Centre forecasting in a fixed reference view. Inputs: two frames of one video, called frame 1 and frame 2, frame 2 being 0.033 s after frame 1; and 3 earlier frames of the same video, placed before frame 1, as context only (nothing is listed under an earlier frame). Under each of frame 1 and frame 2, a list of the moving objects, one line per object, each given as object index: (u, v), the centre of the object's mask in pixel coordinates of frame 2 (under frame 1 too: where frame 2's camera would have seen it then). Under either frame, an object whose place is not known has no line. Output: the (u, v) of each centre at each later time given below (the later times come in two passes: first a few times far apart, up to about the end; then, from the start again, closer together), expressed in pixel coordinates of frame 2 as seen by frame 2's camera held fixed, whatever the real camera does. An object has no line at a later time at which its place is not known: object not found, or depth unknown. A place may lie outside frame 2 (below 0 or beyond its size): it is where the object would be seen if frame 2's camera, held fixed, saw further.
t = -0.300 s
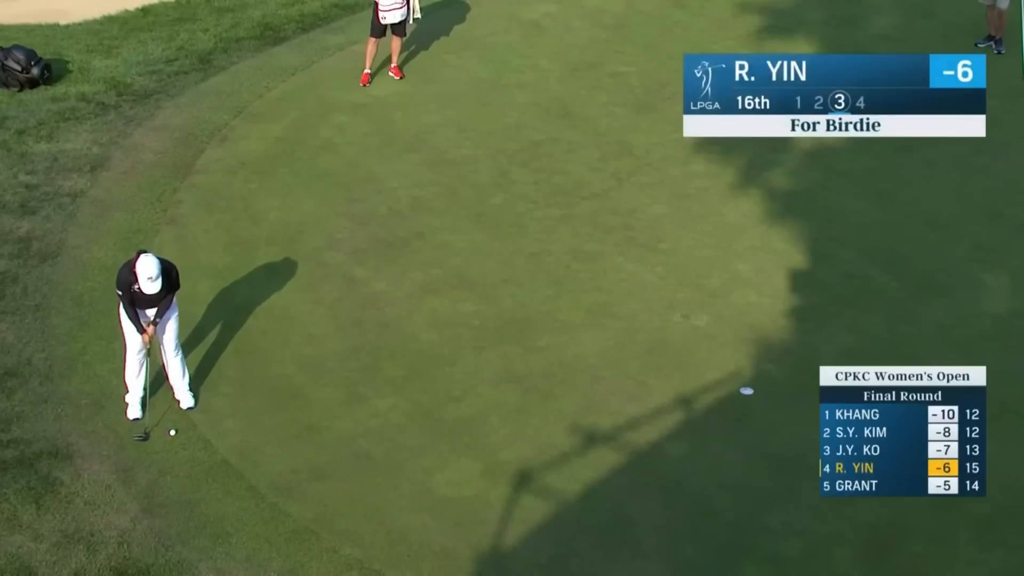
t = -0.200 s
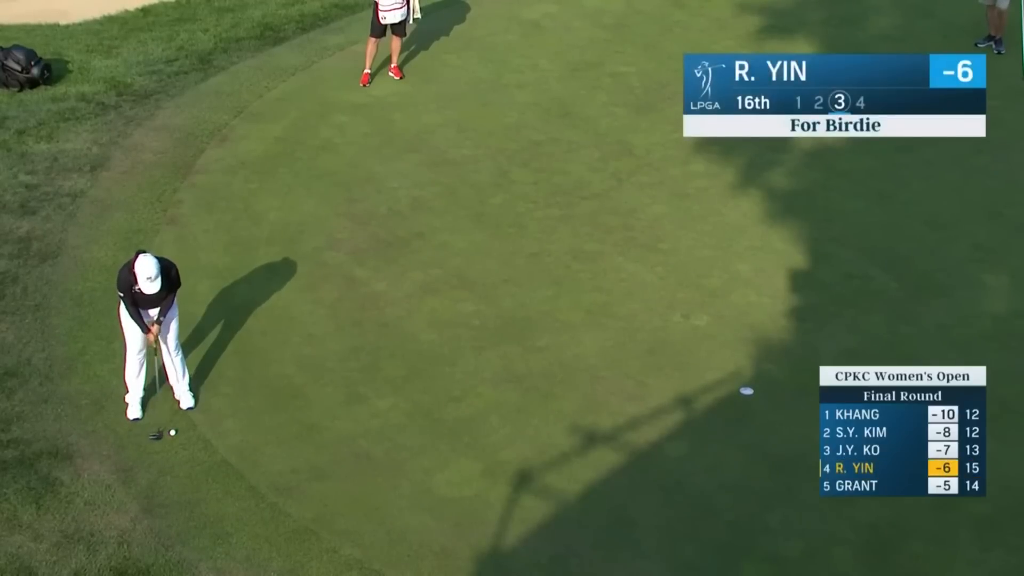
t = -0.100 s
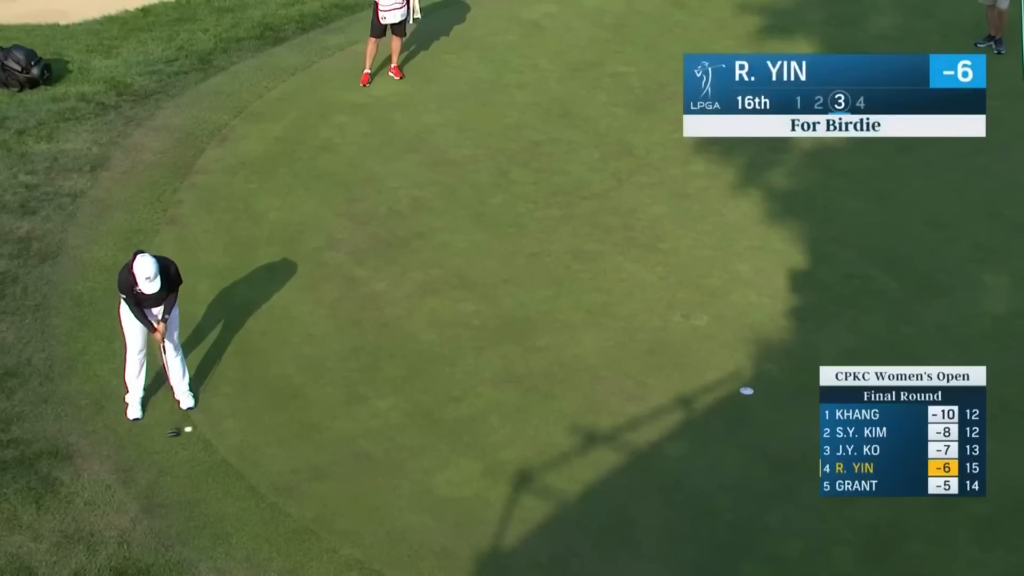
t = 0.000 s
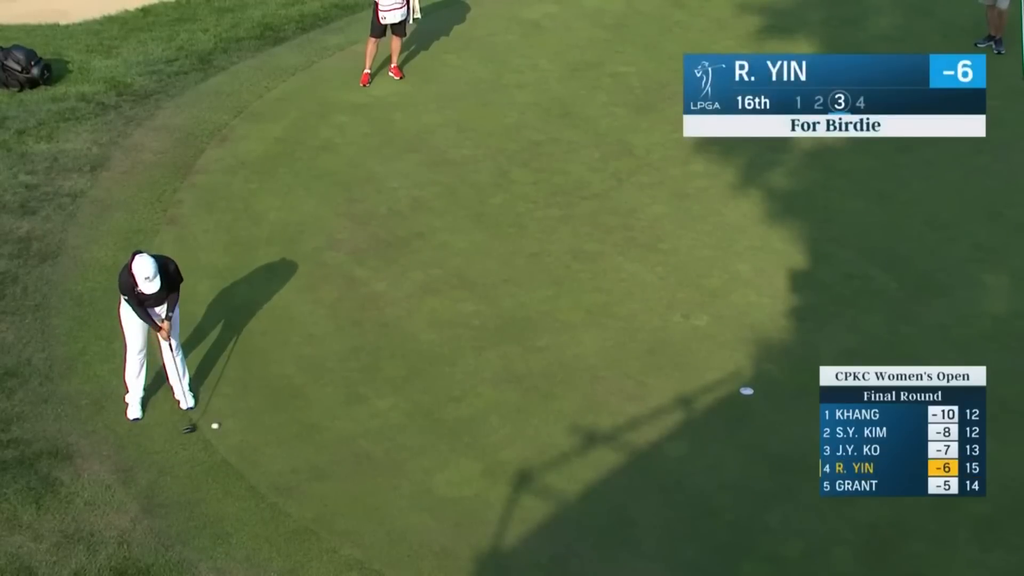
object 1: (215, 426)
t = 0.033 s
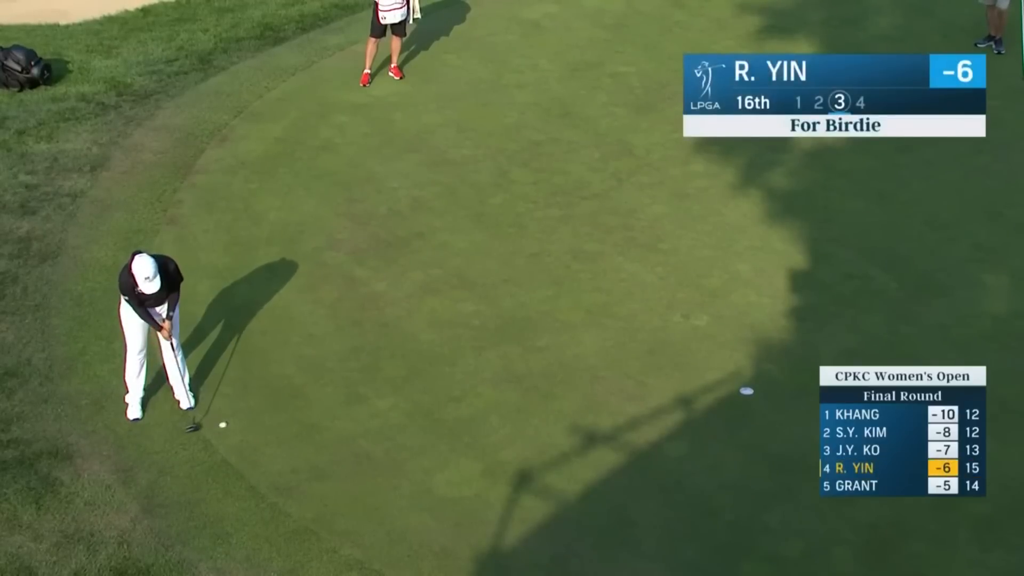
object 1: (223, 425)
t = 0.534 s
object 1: (332, 411)
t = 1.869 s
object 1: (555, 388)
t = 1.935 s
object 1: (564, 388)
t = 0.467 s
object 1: (319, 413)
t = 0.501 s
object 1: (326, 412)
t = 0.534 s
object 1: (332, 411)
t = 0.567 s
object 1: (339, 410)
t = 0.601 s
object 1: (346, 409)
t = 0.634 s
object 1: (352, 408)
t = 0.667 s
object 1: (359, 407)
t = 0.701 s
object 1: (366, 406)
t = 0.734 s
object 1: (372, 405)
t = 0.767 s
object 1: (379, 404)
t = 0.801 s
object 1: (385, 403)
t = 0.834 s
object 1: (391, 402)
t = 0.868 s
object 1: (397, 402)
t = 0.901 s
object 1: (403, 401)
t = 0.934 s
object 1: (409, 400)
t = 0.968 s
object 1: (415, 399)
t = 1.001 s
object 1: (421, 399)
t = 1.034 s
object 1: (427, 398)
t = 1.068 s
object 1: (433, 397)
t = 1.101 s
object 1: (439, 397)
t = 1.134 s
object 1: (444, 396)
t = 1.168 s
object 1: (450, 396)
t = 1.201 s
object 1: (456, 395)
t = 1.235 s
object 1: (461, 394)
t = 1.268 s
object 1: (466, 394)
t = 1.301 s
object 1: (472, 393)
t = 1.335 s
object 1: (477, 393)
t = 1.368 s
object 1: (483, 392)
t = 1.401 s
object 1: (488, 391)
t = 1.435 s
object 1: (493, 391)
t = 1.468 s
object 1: (498, 391)
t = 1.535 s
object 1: (508, 390)
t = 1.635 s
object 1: (523, 389)
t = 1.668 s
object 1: (527, 389)
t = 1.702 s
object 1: (532, 388)
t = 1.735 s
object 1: (537, 388)
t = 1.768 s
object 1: (542, 388)
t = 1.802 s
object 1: (546, 388)
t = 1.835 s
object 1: (551, 388)
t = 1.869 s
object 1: (555, 388)
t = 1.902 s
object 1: (560, 388)
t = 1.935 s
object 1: (564, 388)
